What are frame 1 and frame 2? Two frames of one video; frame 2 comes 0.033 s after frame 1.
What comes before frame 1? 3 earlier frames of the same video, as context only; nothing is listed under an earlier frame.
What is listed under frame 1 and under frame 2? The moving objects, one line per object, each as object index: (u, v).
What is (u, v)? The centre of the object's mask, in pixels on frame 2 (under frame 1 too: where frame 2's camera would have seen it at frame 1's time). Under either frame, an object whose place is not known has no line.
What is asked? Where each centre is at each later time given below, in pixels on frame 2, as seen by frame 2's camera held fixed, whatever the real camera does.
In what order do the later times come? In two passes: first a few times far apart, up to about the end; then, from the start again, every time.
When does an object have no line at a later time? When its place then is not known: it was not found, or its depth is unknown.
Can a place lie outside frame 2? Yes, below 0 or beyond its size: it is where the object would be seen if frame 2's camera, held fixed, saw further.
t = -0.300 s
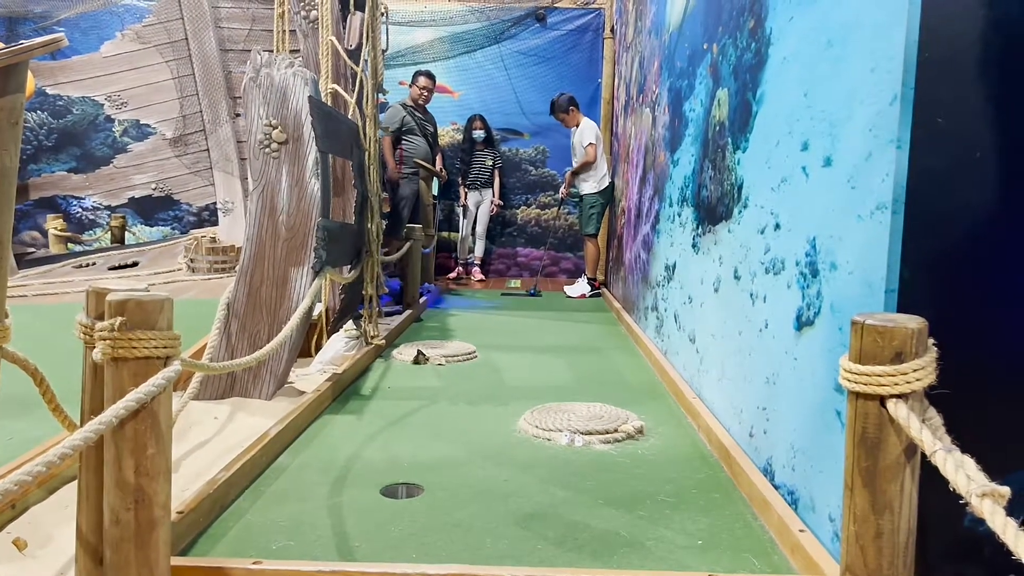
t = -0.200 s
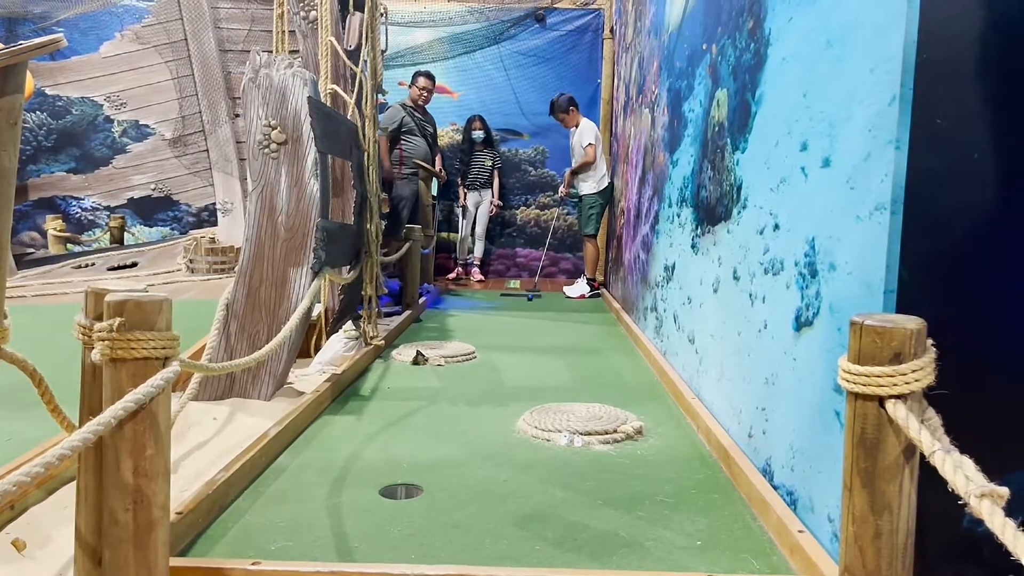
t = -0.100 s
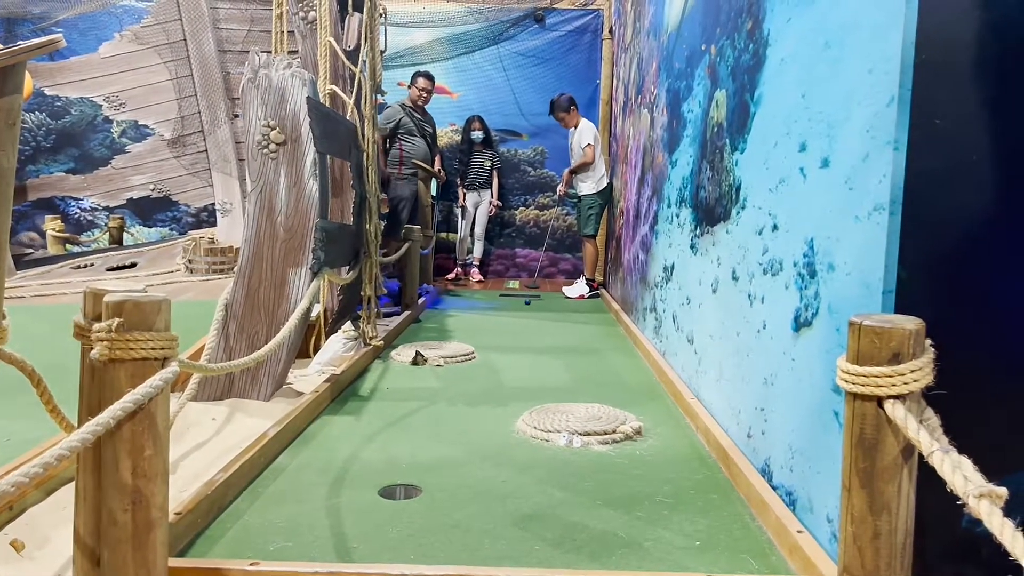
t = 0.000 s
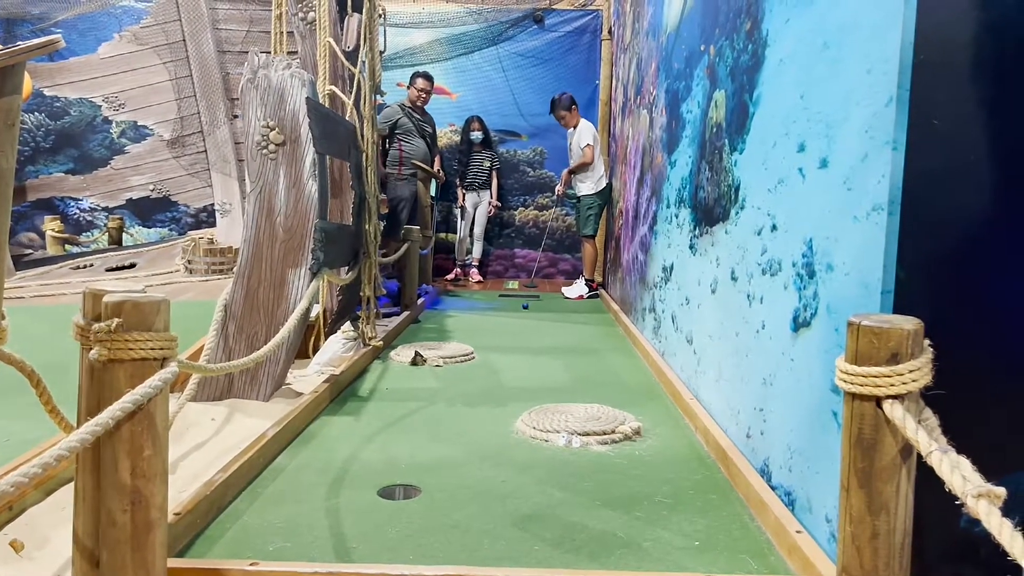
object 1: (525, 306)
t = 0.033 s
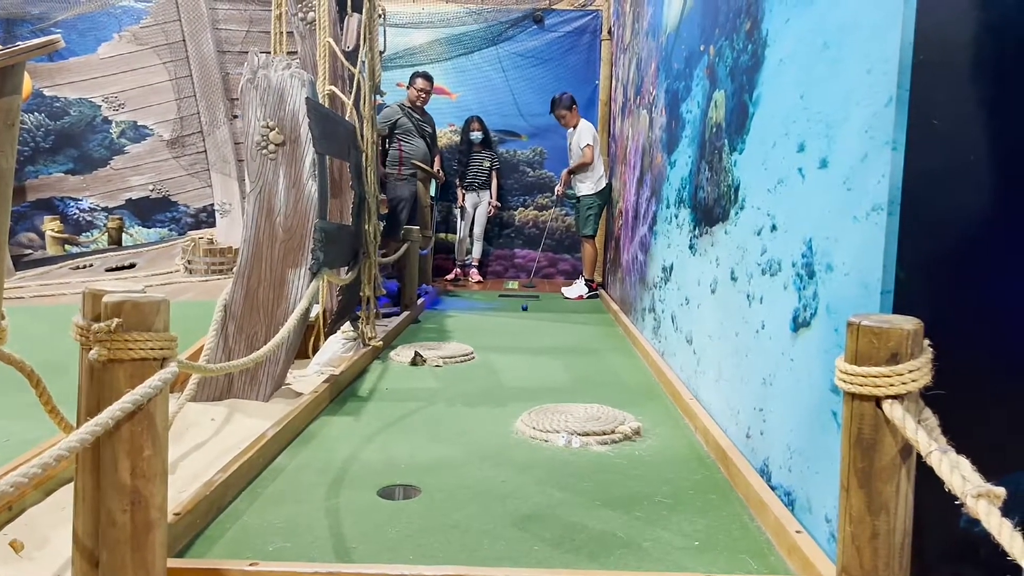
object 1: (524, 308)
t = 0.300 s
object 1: (520, 319)
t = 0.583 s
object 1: (515, 334)
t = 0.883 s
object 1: (509, 352)
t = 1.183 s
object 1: (501, 376)
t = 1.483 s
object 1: (490, 407)
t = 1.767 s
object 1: (476, 446)
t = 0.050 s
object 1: (524, 308)
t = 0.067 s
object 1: (524, 309)
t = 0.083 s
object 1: (524, 310)
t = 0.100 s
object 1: (523, 310)
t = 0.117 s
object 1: (523, 311)
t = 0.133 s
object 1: (523, 311)
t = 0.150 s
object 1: (523, 312)
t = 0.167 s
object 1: (522, 313)
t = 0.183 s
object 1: (522, 314)
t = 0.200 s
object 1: (522, 315)
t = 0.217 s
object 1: (522, 315)
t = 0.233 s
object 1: (521, 316)
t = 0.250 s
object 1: (521, 317)
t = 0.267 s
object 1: (521, 318)
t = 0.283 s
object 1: (520, 319)
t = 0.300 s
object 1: (520, 319)
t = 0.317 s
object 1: (520, 320)
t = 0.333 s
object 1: (520, 321)
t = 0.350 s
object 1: (519, 322)
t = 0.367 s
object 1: (519, 322)
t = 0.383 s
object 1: (518, 323)
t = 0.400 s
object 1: (518, 324)
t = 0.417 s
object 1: (518, 325)
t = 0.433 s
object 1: (518, 326)
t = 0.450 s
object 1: (517, 327)
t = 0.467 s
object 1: (517, 328)
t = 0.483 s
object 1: (516, 328)
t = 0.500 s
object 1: (516, 329)
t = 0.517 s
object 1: (516, 330)
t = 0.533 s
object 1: (516, 331)
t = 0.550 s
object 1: (515, 332)
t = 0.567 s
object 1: (515, 333)
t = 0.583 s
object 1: (515, 334)
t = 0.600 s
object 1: (514, 335)
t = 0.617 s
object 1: (514, 336)
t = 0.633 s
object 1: (514, 336)
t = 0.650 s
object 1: (514, 337)
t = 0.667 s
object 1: (513, 338)
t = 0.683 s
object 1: (513, 339)
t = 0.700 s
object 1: (513, 340)
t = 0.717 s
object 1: (512, 341)
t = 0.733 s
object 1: (512, 342)
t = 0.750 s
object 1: (512, 343)
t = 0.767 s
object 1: (511, 344)
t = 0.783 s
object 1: (511, 345)
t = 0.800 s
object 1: (511, 346)
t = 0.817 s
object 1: (510, 347)
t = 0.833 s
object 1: (510, 348)
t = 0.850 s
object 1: (510, 349)
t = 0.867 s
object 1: (509, 350)
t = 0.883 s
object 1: (509, 352)
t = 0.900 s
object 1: (508, 353)
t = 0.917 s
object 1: (508, 354)
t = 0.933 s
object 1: (508, 356)
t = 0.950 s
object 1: (507, 357)
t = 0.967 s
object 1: (507, 358)
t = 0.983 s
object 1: (506, 360)
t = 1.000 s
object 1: (506, 361)
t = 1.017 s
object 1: (506, 362)
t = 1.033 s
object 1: (505, 364)
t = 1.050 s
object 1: (505, 365)
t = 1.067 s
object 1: (504, 366)
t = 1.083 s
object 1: (504, 368)
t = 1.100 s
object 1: (504, 369)
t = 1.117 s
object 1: (503, 370)
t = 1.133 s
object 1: (503, 372)
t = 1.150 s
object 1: (502, 373)
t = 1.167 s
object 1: (502, 375)
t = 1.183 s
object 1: (501, 376)
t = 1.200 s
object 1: (500, 378)
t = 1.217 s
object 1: (500, 379)
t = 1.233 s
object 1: (499, 381)
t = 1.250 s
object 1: (499, 382)
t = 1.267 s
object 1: (498, 384)
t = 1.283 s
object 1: (498, 386)
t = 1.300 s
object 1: (497, 387)
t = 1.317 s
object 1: (497, 389)
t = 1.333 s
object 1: (496, 391)
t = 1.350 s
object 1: (496, 393)
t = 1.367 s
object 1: (495, 394)
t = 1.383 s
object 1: (494, 396)
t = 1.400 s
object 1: (494, 398)
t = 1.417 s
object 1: (493, 400)
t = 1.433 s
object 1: (492, 401)
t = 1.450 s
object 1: (492, 403)
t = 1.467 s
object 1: (491, 405)
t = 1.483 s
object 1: (490, 407)
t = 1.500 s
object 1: (490, 409)
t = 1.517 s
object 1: (489, 411)
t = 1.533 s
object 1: (488, 413)
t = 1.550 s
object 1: (487, 416)
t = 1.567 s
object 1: (486, 418)
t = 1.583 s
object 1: (486, 420)
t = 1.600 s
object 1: (485, 422)
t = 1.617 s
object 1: (484, 424)
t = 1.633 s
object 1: (483, 426)
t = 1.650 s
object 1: (482, 429)
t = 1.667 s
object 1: (481, 431)
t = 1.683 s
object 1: (480, 434)
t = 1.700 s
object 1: (480, 436)
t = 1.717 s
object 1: (479, 438)
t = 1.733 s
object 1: (478, 441)
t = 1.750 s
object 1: (477, 443)
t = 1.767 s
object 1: (476, 446)
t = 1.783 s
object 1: (475, 449)
